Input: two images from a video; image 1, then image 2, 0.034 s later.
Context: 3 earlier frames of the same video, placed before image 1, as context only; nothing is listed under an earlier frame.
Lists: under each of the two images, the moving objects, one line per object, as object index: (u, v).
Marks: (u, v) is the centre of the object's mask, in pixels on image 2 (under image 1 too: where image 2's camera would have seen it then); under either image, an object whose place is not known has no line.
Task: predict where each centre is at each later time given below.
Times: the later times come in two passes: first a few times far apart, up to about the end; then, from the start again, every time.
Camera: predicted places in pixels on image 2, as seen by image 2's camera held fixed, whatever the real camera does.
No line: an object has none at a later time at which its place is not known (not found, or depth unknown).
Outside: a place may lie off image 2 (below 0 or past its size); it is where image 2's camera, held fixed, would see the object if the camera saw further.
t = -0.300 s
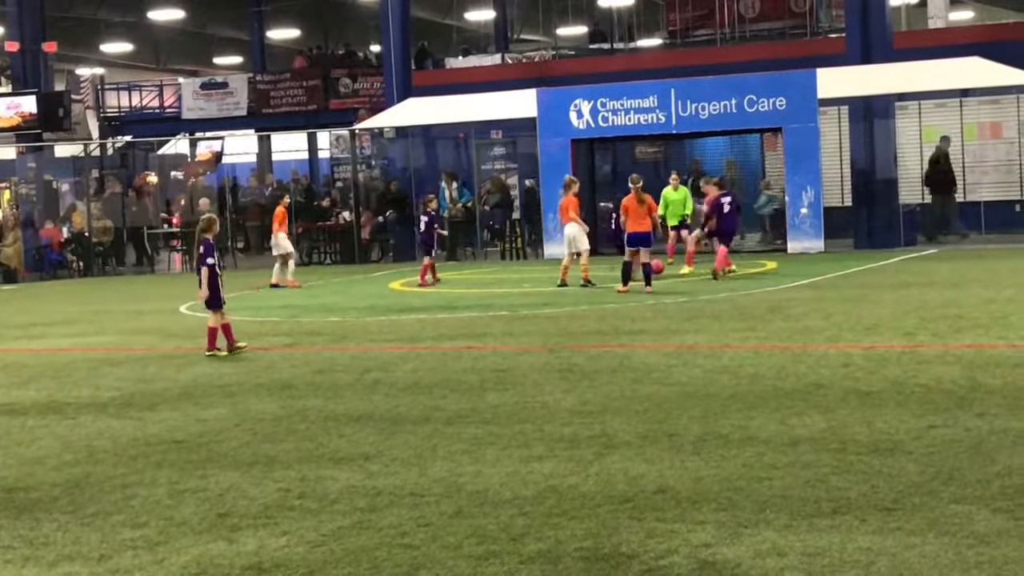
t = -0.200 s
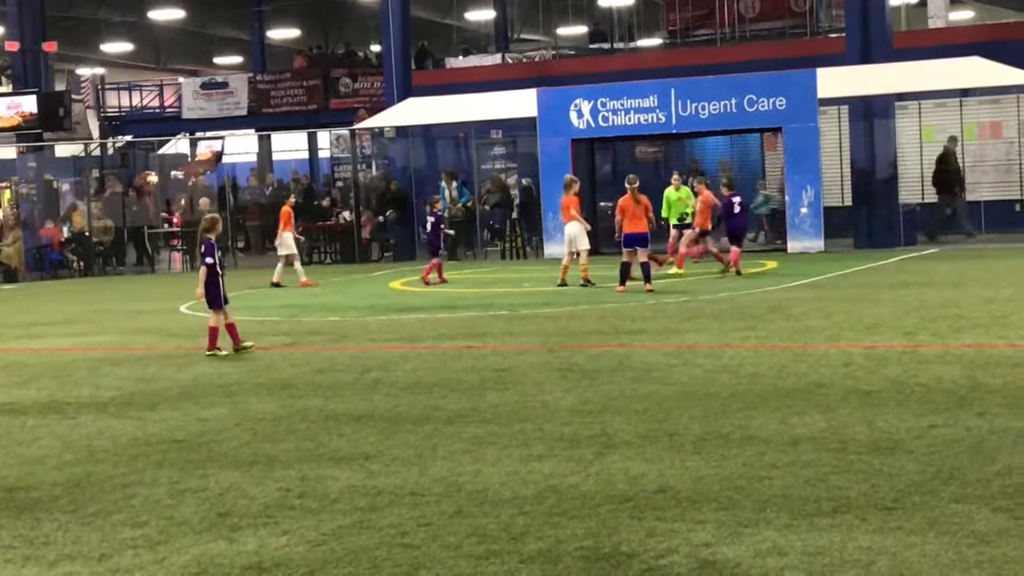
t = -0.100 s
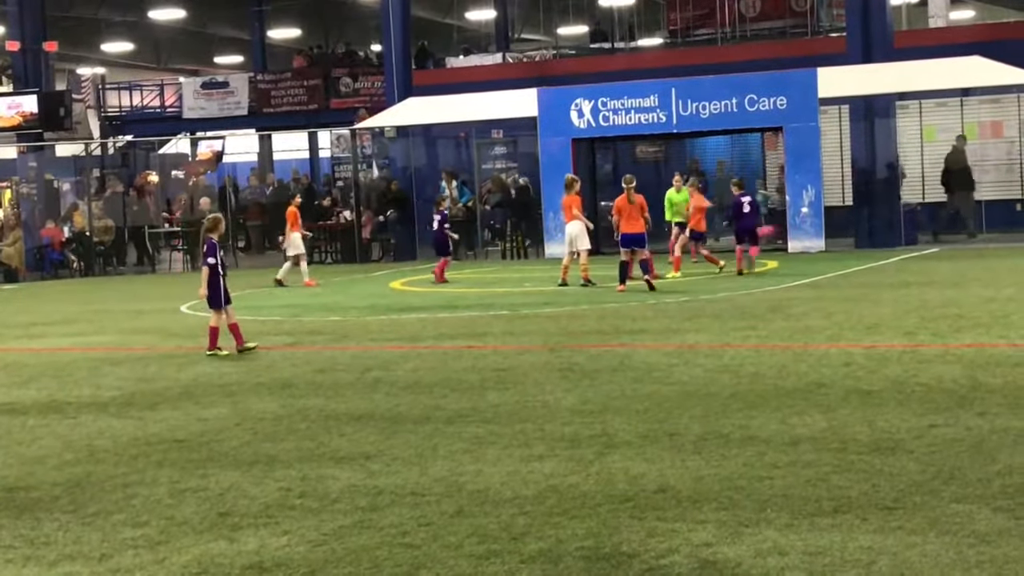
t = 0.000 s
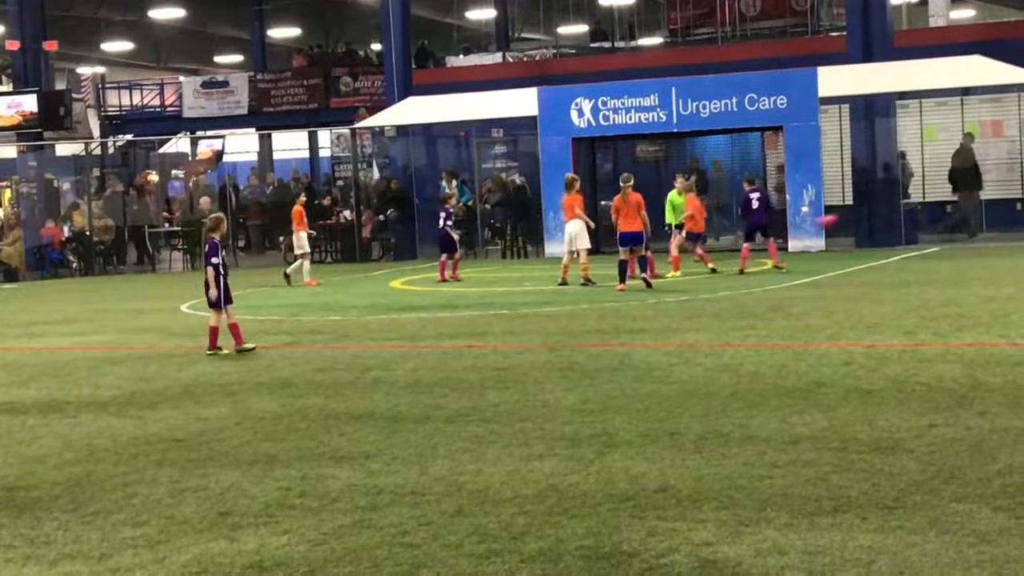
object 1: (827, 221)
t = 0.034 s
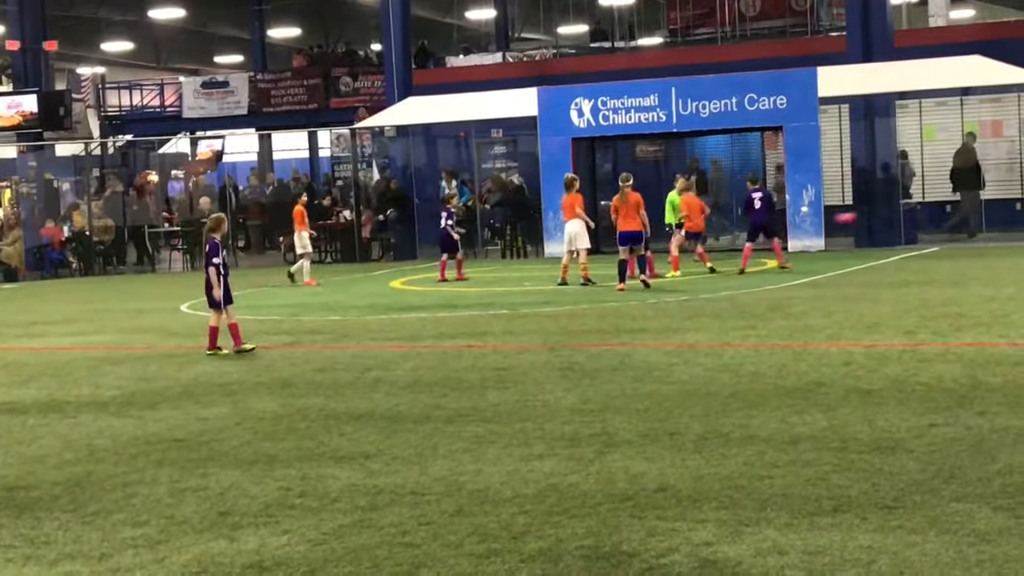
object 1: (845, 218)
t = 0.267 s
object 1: (983, 225)
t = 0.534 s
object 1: (1013, 236)
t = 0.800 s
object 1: (1024, 244)
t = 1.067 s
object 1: (1035, 248)
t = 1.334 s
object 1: (1047, 255)
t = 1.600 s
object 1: (1062, 260)
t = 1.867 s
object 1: (1079, 266)
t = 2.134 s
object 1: (1097, 270)
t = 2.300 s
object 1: (1110, 273)
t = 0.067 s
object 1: (867, 217)
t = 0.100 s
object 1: (886, 217)
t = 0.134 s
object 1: (906, 217)
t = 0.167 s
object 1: (925, 218)
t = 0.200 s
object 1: (945, 219)
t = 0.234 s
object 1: (964, 222)
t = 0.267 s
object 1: (983, 225)
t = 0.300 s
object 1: (1001, 229)
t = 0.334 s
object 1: (1006, 233)
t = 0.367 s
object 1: (1008, 238)
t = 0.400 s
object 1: (1009, 242)
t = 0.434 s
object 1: (1009, 240)
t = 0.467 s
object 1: (1010, 238)
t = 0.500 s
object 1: (1012, 237)
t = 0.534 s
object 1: (1013, 236)
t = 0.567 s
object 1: (1014, 236)
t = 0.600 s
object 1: (1014, 237)
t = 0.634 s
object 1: (1016, 239)
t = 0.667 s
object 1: (1018, 240)
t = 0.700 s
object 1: (1019, 244)
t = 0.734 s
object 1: (1022, 246)
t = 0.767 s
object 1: (1023, 246)
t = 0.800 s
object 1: (1024, 244)
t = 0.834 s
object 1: (1025, 244)
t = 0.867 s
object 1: (1028, 244)
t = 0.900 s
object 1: (1028, 245)
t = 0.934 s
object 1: (1029, 247)
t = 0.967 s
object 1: (1031, 249)
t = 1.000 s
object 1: (1033, 248)
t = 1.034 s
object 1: (1034, 247)
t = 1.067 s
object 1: (1035, 248)
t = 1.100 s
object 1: (1037, 249)
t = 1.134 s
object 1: (1039, 251)
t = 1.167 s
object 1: (1039, 253)
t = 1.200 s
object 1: (1040, 253)
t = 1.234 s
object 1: (1042, 253)
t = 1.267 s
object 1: (1044, 254)
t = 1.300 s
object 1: (1046, 255)
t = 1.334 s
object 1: (1047, 255)
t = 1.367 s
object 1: (1050, 255)
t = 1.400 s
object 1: (1051, 256)
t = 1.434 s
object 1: (1053, 257)
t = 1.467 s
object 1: (1055, 258)
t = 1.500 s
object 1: (1056, 258)
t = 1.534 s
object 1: (1058, 259)
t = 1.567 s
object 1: (1060, 259)
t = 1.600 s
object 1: (1062, 260)
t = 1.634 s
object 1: (1064, 261)
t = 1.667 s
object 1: (1066, 262)
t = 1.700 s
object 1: (1068, 262)
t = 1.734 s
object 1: (1070, 263)
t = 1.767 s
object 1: (1072, 263)
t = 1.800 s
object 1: (1074, 264)
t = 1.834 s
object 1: (1077, 265)
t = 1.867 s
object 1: (1079, 266)
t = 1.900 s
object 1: (1081, 266)
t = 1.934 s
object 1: (1083, 267)
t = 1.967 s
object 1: (1086, 268)
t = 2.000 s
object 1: (1088, 268)
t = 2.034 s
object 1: (1090, 268)
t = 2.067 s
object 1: (1093, 269)
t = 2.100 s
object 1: (1095, 270)
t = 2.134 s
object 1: (1097, 270)
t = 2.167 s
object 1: (1100, 271)
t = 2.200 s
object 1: (1102, 272)
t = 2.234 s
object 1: (1105, 272)
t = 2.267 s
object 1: (1107, 273)
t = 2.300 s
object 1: (1110, 273)
